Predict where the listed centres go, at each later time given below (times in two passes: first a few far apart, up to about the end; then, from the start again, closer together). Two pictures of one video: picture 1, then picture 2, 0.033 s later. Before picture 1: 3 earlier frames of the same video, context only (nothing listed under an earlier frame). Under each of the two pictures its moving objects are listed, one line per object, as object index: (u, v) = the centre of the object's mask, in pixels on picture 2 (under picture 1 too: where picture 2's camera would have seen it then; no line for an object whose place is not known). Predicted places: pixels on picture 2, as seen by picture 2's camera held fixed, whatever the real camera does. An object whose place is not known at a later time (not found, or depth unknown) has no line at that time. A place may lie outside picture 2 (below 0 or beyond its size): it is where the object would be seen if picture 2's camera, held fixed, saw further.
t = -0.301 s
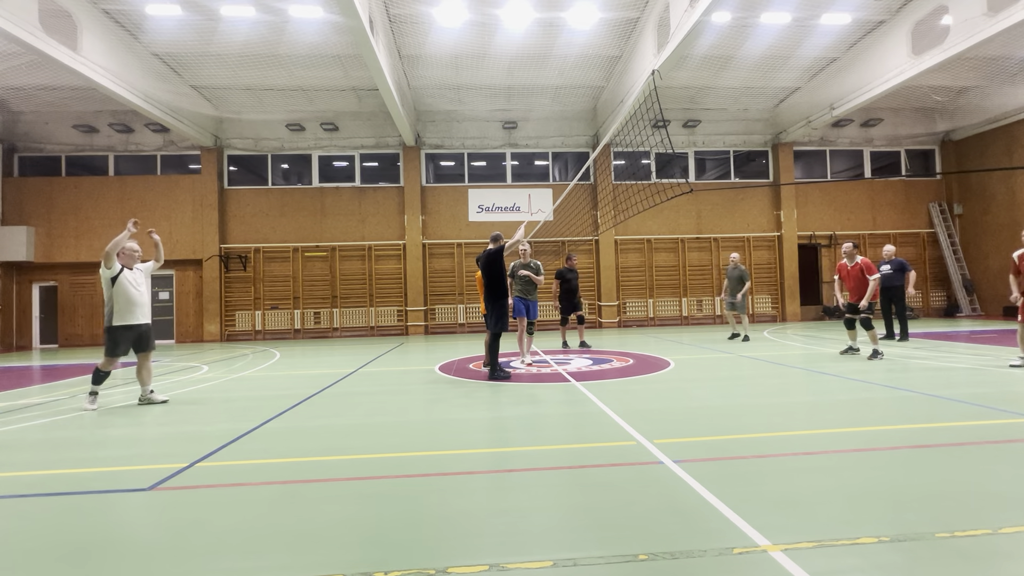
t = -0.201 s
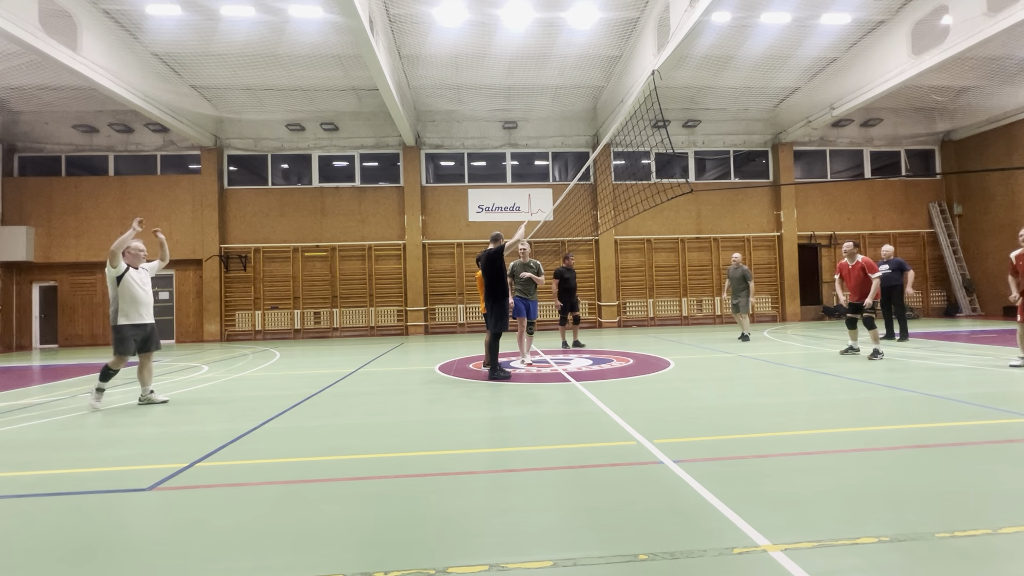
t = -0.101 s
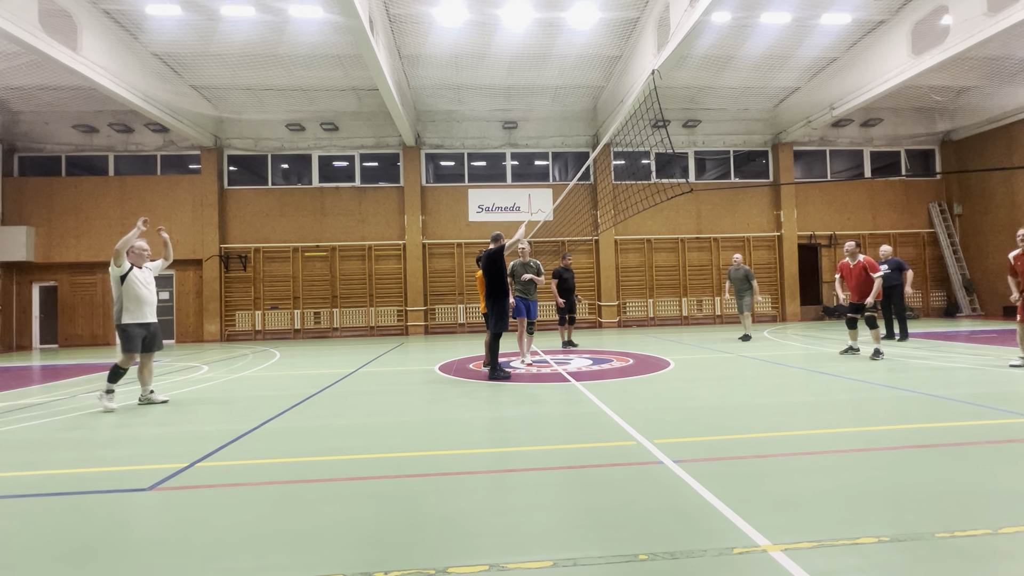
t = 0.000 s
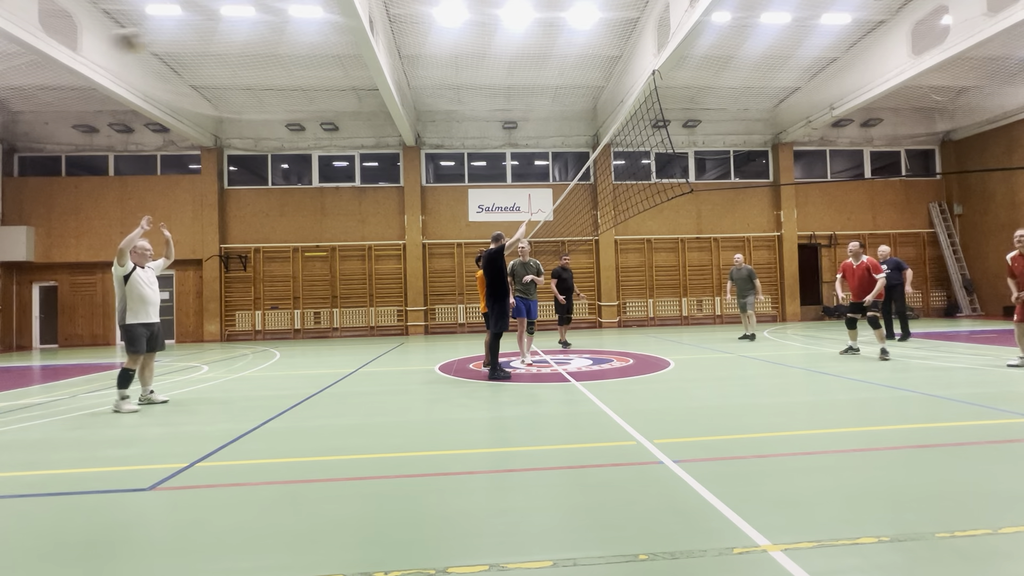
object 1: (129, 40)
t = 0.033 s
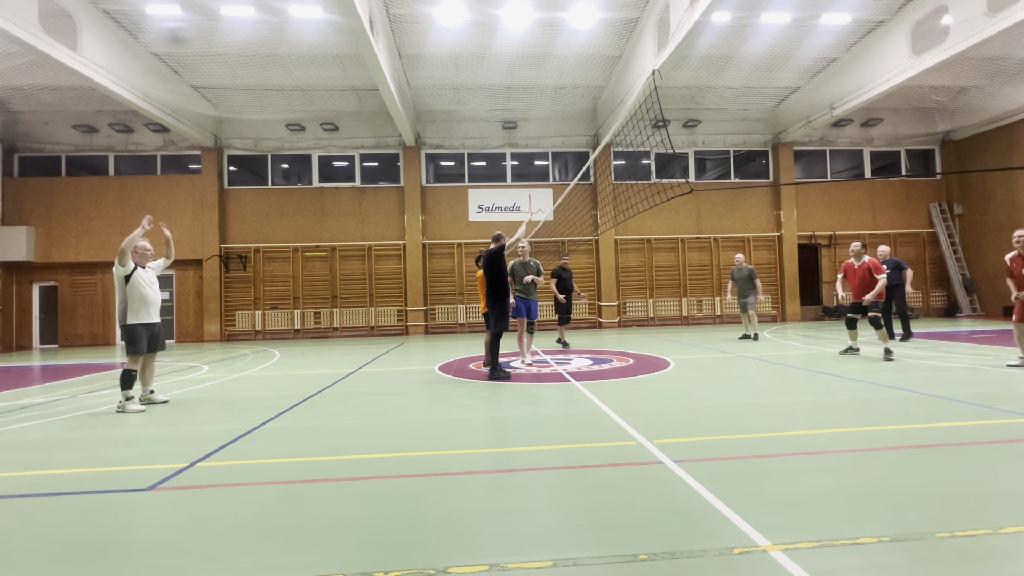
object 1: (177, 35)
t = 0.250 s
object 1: (418, 28)
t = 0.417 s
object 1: (562, 50)
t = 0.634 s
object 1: (709, 97)
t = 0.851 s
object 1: (826, 166)
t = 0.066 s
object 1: (214, 32)
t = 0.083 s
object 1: (233, 29)
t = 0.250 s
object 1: (418, 28)
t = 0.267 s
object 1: (432, 31)
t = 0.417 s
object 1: (562, 50)
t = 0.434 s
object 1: (575, 52)
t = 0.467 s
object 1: (598, 59)
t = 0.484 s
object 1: (610, 61)
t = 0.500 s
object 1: (621, 64)
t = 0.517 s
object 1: (632, 66)
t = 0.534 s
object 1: (645, 72)
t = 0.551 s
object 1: (657, 76)
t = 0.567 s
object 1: (666, 79)
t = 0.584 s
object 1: (676, 84)
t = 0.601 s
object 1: (687, 88)
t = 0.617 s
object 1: (698, 92)
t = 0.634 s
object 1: (709, 97)
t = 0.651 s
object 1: (719, 101)
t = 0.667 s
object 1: (728, 105)
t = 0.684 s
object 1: (738, 111)
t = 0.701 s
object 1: (748, 116)
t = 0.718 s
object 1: (756, 121)
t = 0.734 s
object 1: (767, 126)
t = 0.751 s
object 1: (774, 132)
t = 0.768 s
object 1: (783, 137)
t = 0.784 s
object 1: (793, 143)
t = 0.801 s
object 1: (802, 149)
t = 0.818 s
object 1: (809, 155)
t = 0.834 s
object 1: (818, 160)
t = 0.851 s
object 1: (826, 166)
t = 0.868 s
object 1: (835, 172)
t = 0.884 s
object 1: (843, 178)
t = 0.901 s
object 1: (851, 187)
